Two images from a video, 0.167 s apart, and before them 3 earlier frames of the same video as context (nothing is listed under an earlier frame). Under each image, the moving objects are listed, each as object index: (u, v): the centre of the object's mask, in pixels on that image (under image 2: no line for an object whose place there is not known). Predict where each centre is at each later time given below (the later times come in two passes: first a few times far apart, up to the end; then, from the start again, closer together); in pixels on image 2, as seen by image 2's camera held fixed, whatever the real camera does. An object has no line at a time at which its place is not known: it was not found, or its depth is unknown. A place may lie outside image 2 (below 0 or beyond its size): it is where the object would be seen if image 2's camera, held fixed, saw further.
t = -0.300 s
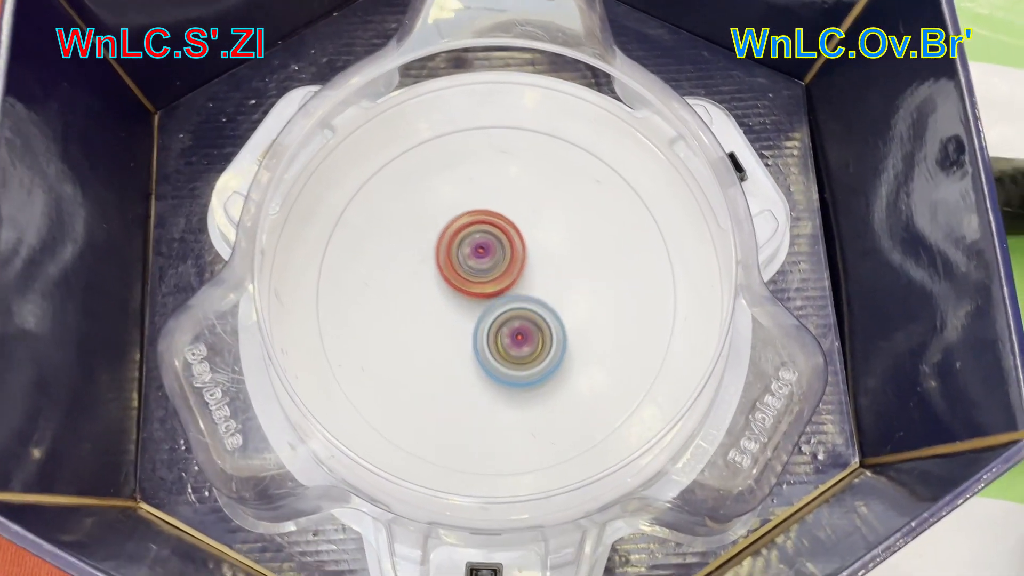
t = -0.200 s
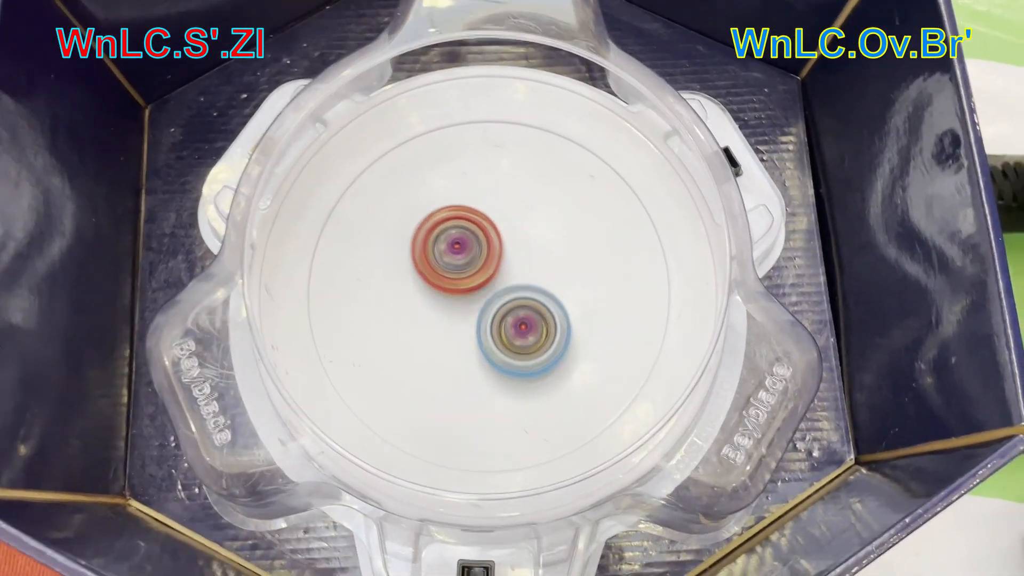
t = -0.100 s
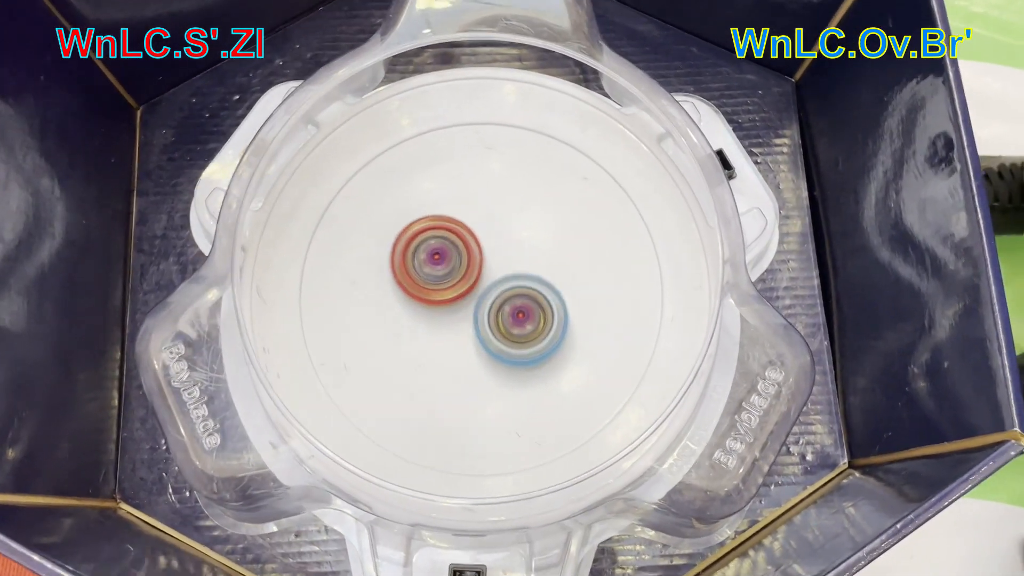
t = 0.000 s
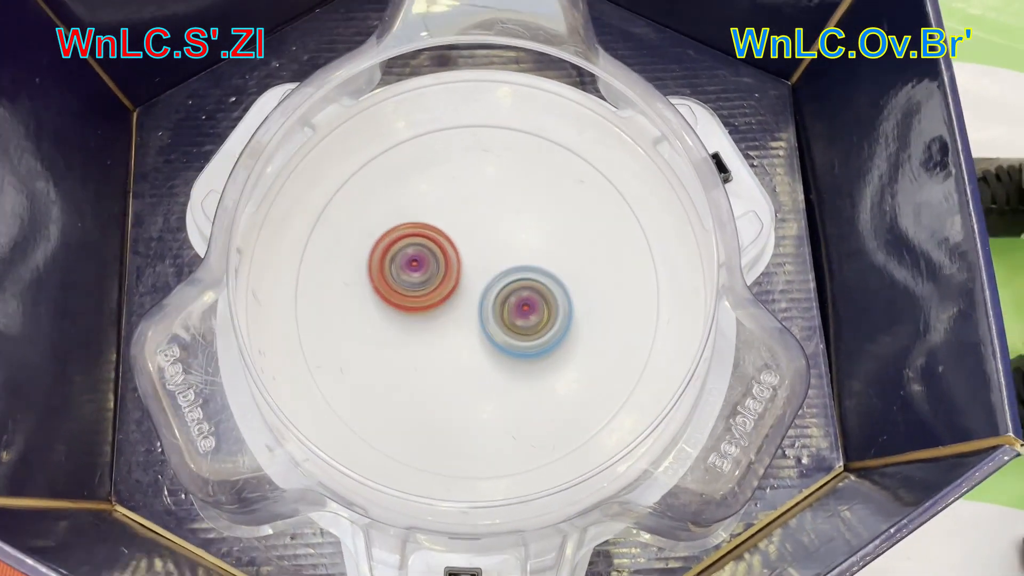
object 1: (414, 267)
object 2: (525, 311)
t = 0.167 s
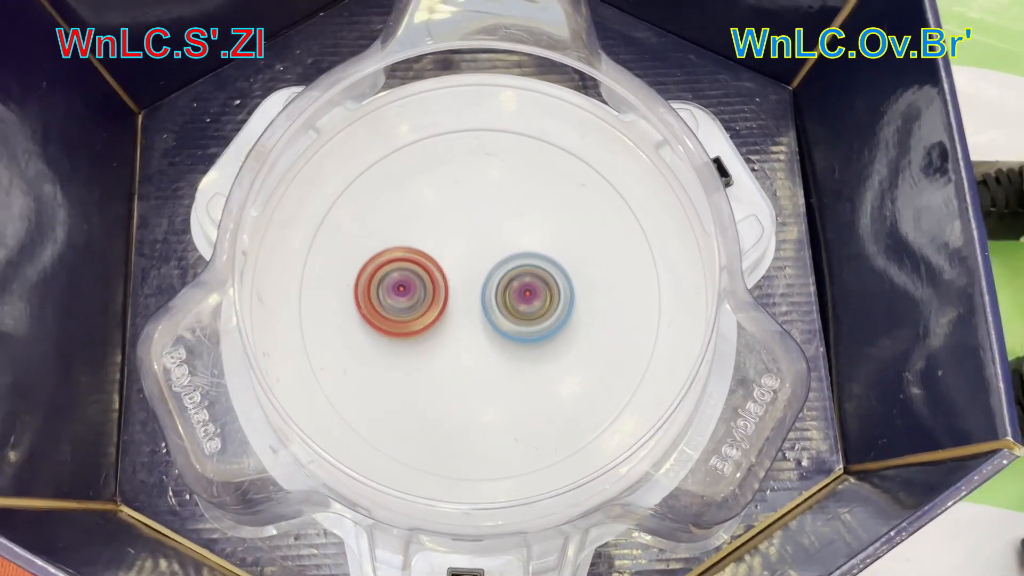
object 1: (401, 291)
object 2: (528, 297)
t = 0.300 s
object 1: (408, 309)
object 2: (506, 284)
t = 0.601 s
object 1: (411, 352)
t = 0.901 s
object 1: (460, 359)
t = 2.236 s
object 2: (429, 282)
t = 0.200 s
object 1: (401, 296)
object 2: (523, 292)
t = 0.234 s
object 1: (402, 300)
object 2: (518, 289)
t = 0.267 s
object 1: (405, 305)
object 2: (512, 286)
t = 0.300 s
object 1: (408, 309)
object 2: (506, 284)
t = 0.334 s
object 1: (409, 313)
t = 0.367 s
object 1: (396, 319)
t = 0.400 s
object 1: (388, 325)
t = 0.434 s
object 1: (386, 330)
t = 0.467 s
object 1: (388, 336)
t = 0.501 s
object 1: (392, 341)
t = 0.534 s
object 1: (398, 346)
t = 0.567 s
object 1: (404, 350)
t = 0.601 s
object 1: (411, 352)
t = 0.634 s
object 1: (417, 353)
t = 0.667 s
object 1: (424, 353)
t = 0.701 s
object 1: (431, 353)
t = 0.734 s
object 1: (437, 352)
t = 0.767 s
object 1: (441, 354)
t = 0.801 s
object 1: (445, 356)
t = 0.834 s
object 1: (449, 359)
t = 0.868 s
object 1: (454, 360)
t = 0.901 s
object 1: (460, 359)
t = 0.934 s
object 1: (466, 357)
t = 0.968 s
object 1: (471, 354)
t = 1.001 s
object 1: (475, 351)
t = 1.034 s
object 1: (479, 347)
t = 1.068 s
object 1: (482, 351)
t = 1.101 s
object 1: (485, 353)
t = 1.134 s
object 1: (488, 351)
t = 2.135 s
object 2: (422, 274)
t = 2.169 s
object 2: (424, 276)
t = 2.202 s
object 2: (426, 279)
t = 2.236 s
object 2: (429, 282)
